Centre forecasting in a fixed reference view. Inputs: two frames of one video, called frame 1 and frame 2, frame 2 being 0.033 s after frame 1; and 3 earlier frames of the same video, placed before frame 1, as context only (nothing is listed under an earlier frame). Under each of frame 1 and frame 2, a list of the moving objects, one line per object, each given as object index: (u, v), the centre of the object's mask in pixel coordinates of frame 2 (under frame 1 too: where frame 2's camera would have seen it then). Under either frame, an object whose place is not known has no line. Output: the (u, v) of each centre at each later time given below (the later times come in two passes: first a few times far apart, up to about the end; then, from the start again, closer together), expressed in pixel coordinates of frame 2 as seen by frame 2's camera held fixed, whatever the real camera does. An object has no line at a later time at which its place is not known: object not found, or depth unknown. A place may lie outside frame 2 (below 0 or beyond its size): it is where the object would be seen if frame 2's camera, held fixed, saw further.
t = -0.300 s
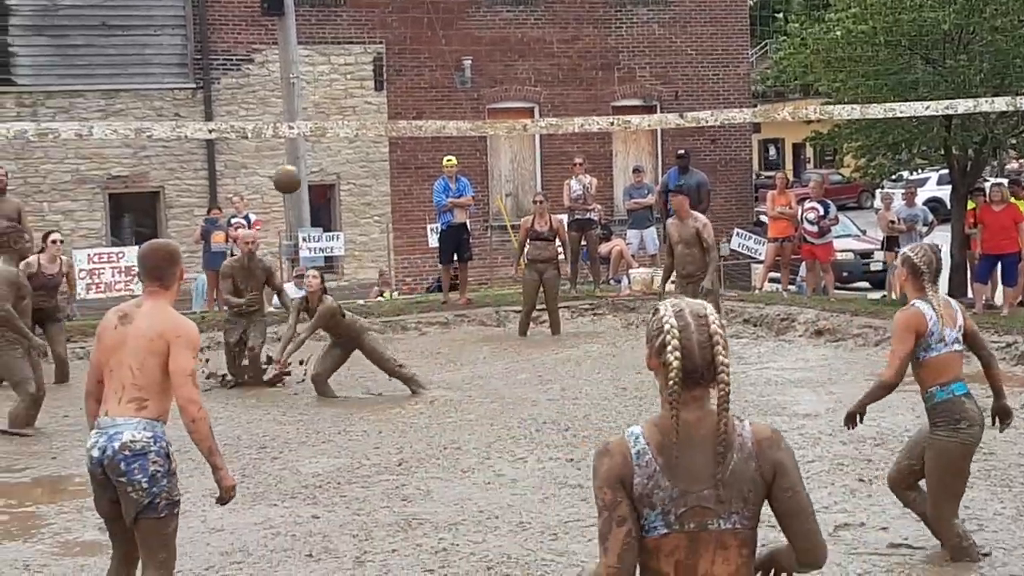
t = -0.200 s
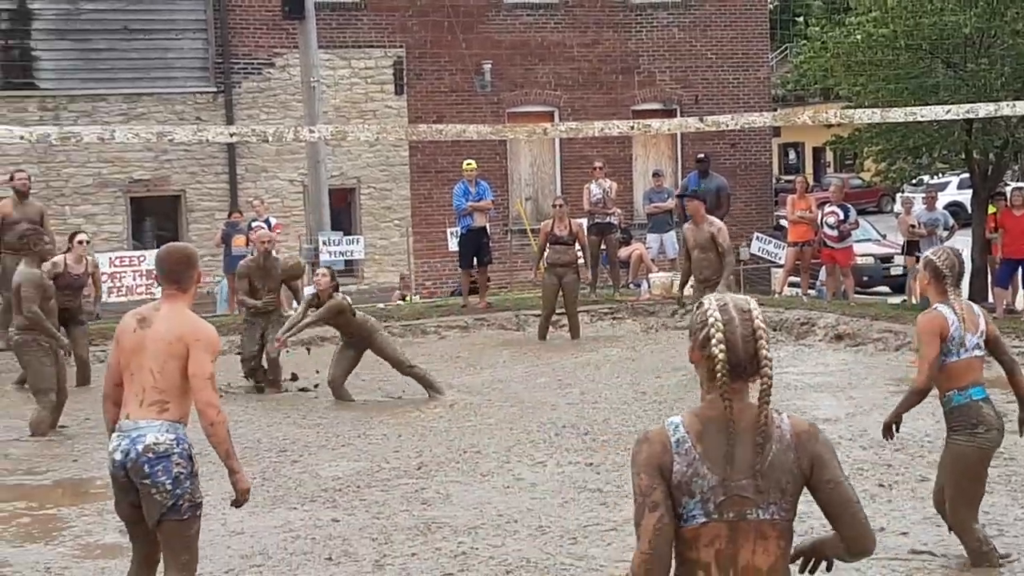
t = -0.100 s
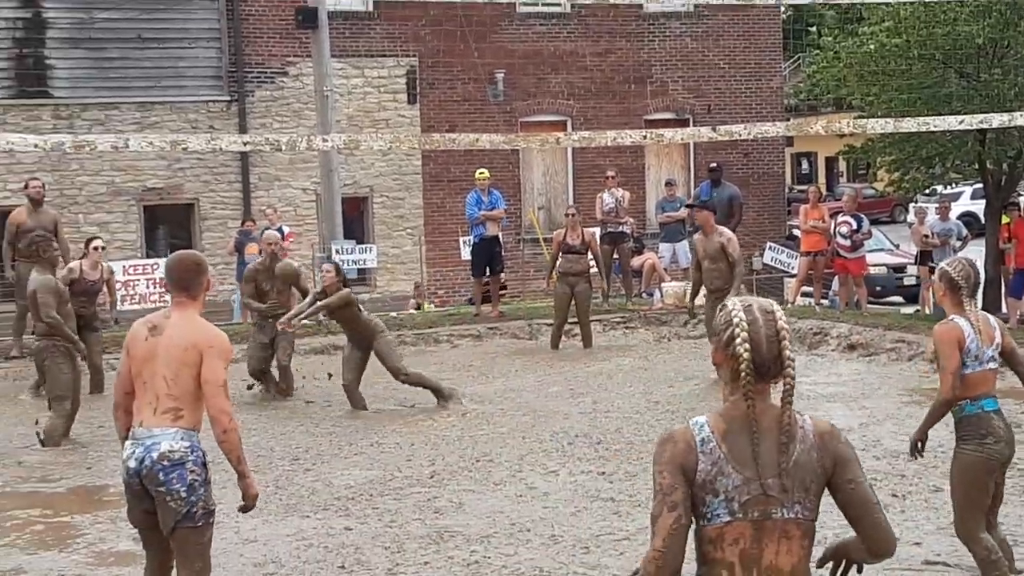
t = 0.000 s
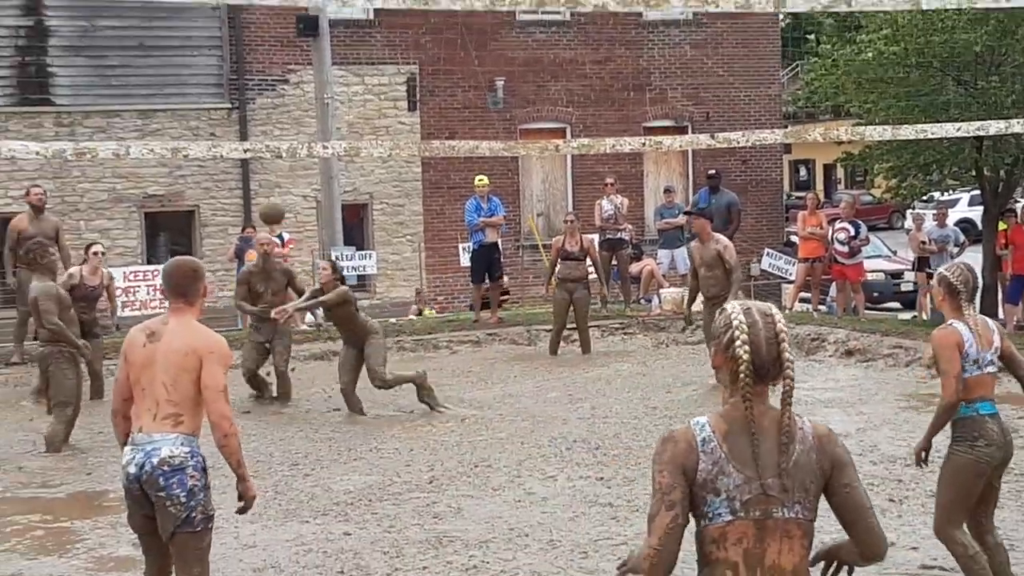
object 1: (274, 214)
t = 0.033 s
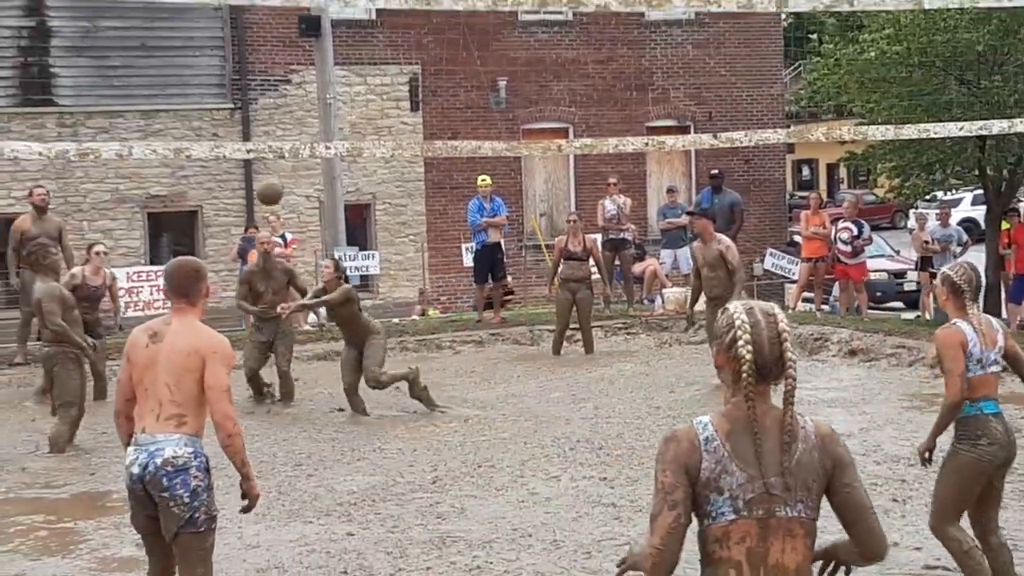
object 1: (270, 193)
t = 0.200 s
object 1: (243, 114)
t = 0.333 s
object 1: (225, 77)
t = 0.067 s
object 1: (265, 175)
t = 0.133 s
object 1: (252, 136)
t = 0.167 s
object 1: (248, 127)
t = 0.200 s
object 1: (243, 114)
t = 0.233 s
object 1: (239, 103)
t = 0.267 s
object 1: (236, 95)
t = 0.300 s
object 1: (230, 84)
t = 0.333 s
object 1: (225, 77)
